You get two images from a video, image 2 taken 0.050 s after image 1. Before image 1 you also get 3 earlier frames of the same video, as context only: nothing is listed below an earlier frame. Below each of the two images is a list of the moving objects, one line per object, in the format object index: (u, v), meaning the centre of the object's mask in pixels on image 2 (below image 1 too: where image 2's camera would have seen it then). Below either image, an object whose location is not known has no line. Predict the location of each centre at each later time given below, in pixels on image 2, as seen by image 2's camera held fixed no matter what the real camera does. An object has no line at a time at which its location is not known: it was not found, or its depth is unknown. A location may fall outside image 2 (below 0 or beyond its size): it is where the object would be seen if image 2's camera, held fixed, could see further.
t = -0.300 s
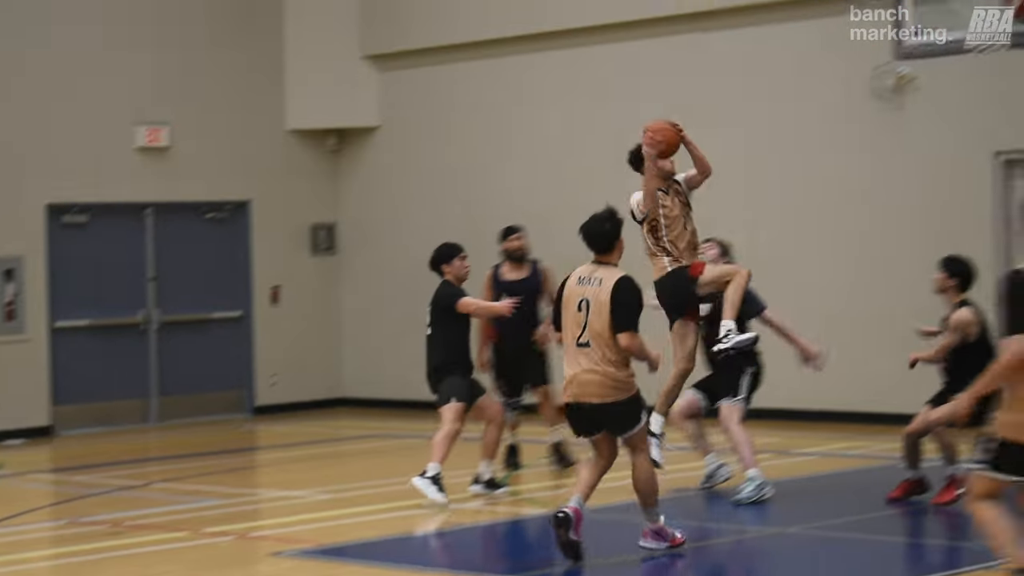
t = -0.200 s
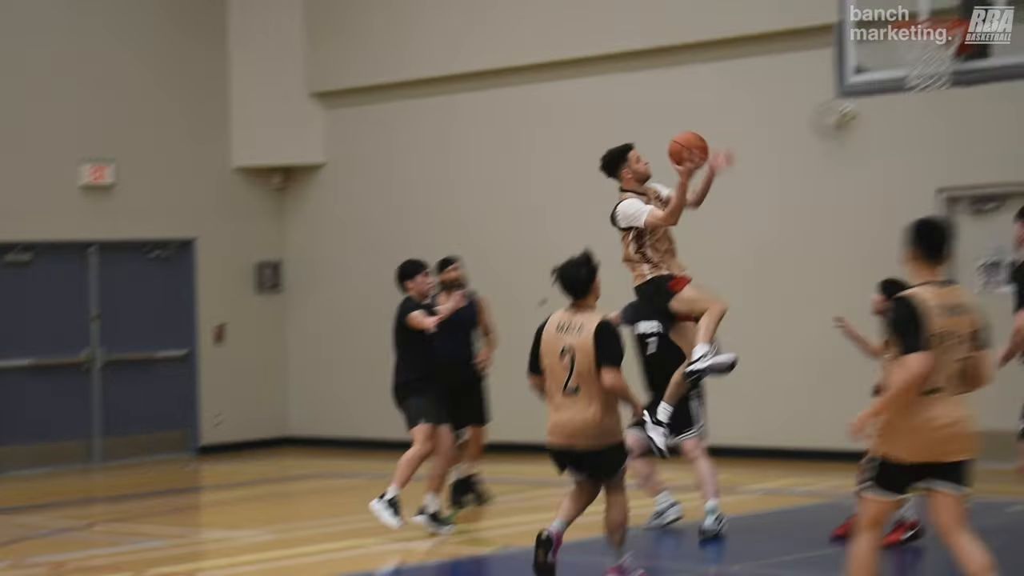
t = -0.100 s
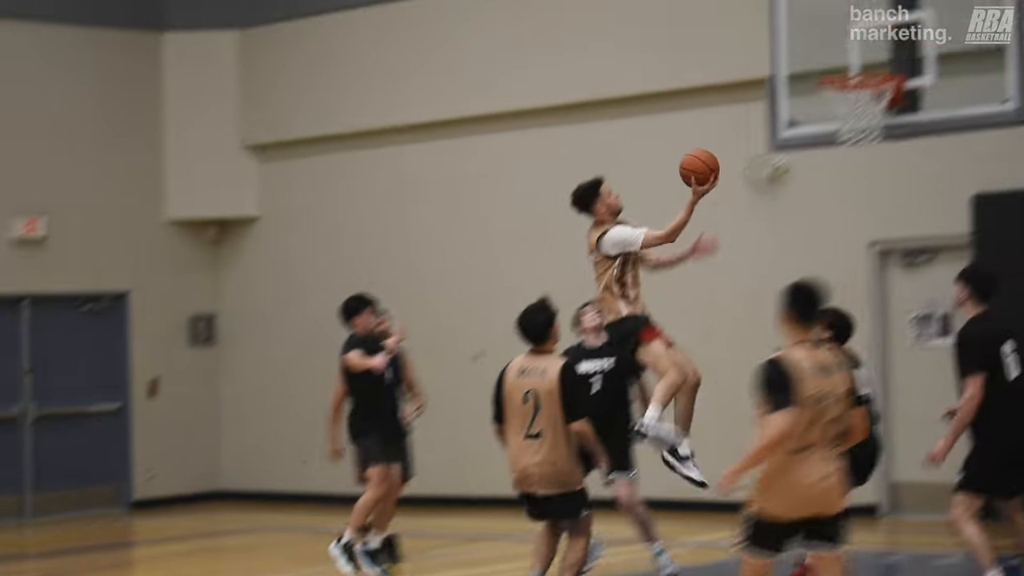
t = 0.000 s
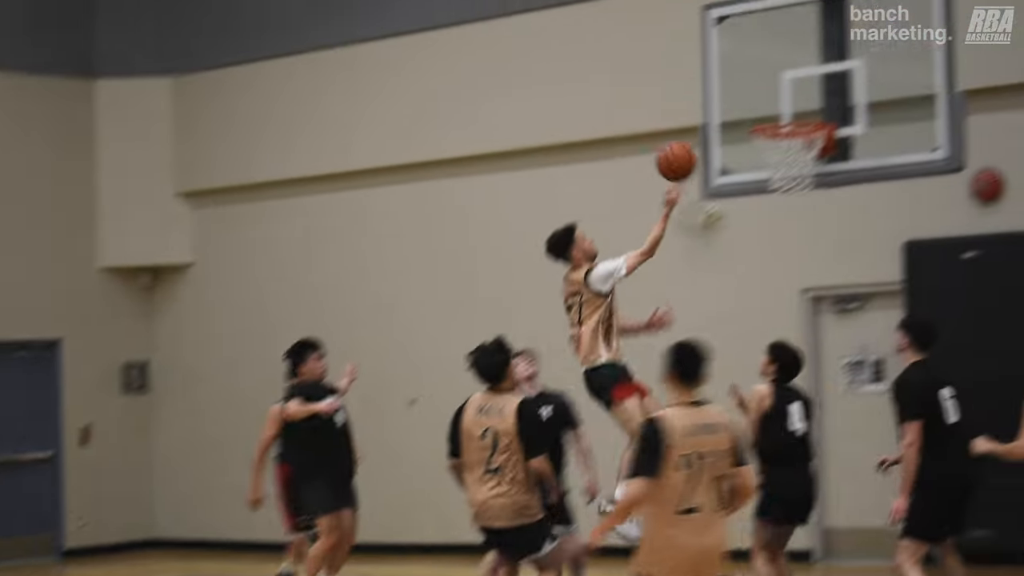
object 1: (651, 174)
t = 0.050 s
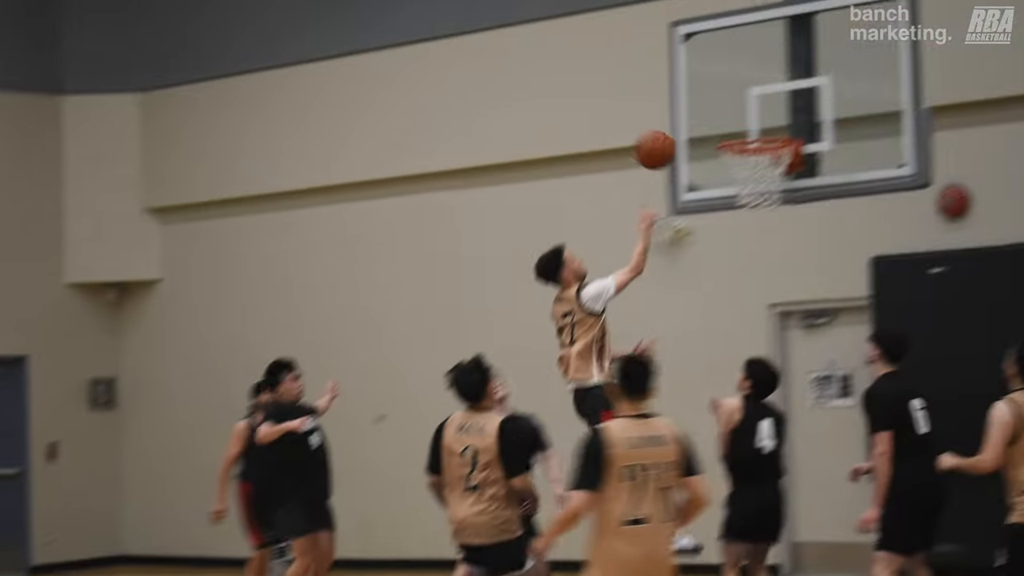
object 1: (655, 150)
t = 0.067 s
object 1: (655, 142)
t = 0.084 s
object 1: (657, 134)
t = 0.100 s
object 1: (659, 126)
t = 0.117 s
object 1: (661, 120)
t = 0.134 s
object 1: (663, 114)
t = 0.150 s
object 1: (665, 108)
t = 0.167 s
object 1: (668, 102)
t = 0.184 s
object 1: (672, 98)
